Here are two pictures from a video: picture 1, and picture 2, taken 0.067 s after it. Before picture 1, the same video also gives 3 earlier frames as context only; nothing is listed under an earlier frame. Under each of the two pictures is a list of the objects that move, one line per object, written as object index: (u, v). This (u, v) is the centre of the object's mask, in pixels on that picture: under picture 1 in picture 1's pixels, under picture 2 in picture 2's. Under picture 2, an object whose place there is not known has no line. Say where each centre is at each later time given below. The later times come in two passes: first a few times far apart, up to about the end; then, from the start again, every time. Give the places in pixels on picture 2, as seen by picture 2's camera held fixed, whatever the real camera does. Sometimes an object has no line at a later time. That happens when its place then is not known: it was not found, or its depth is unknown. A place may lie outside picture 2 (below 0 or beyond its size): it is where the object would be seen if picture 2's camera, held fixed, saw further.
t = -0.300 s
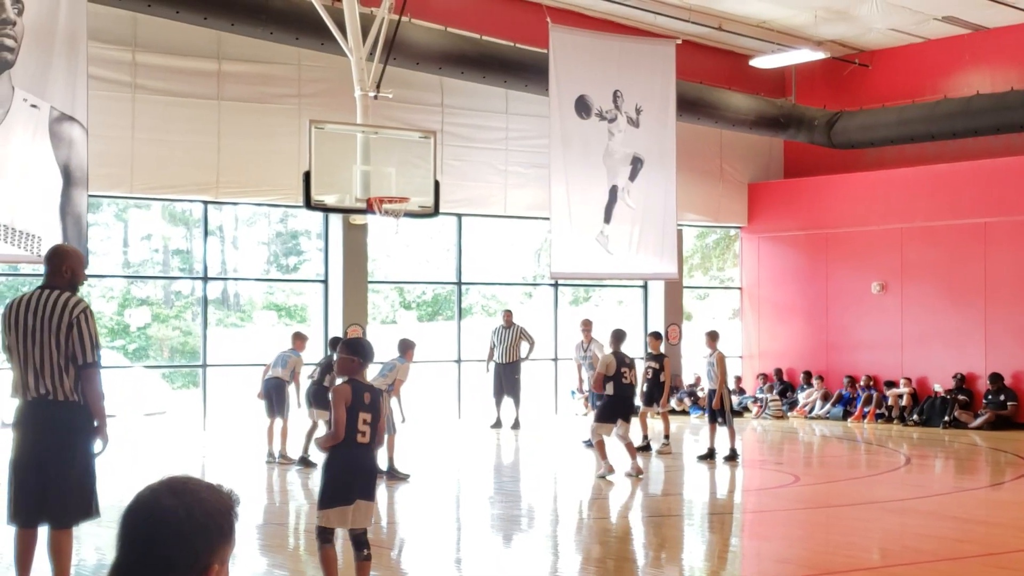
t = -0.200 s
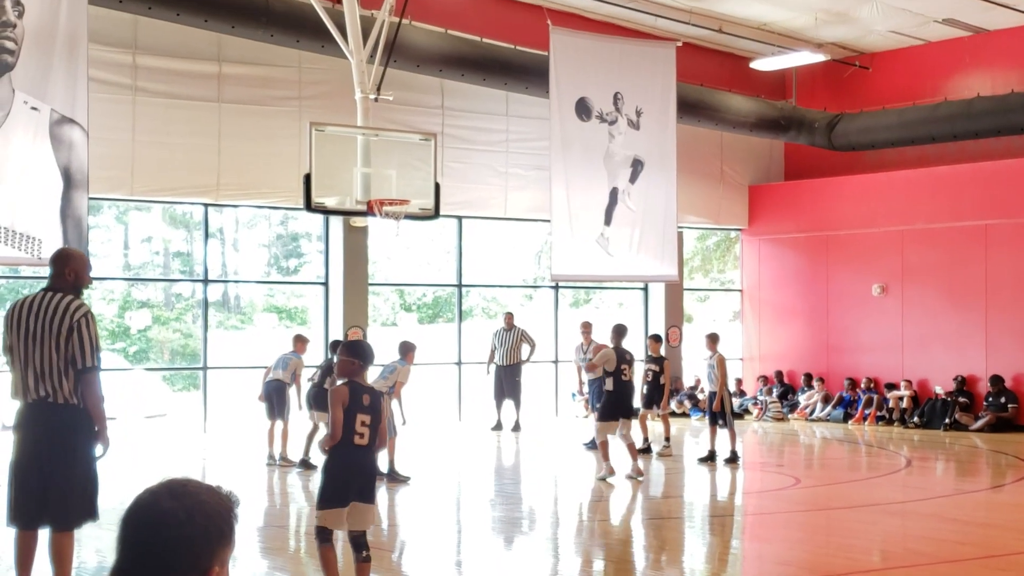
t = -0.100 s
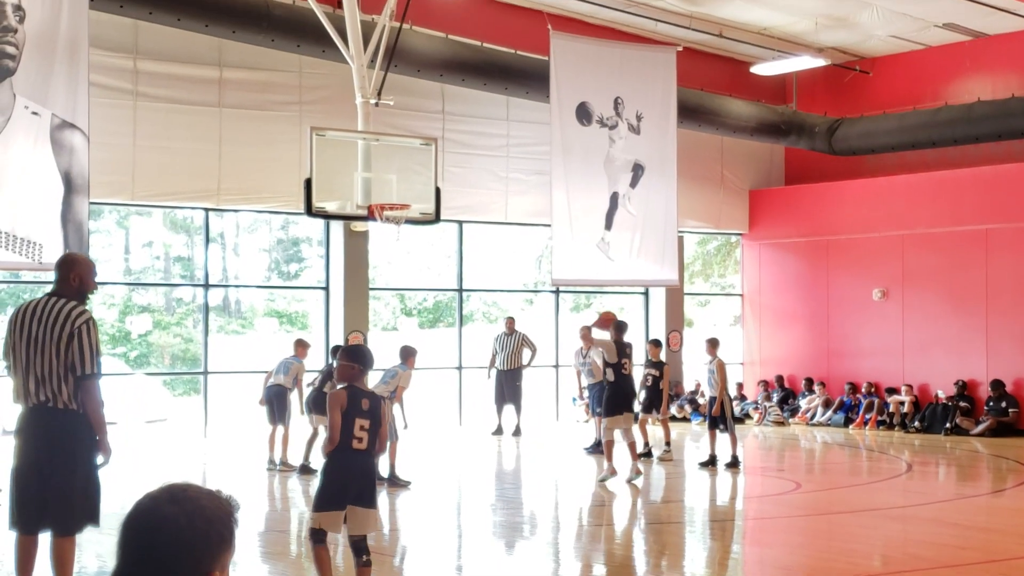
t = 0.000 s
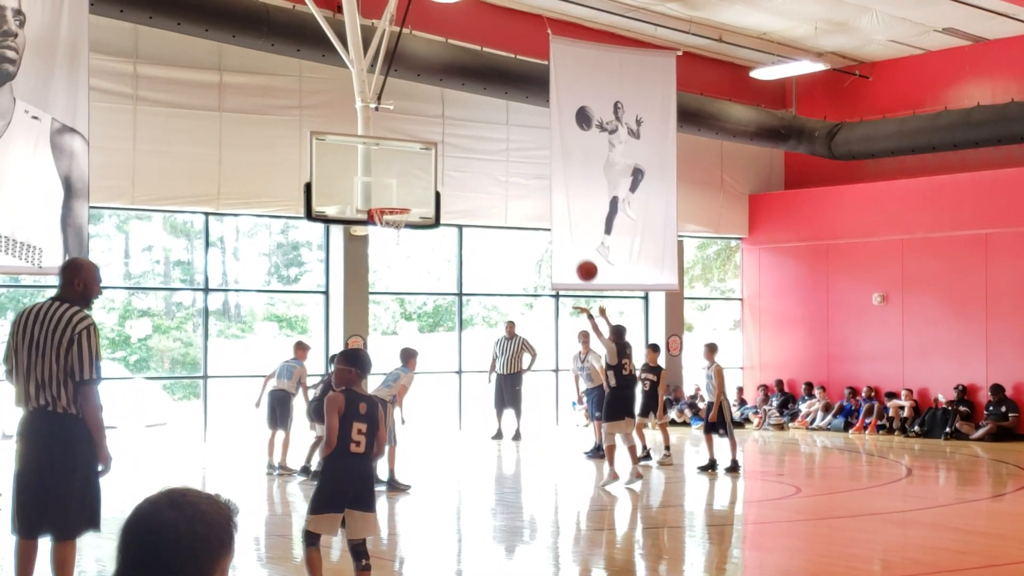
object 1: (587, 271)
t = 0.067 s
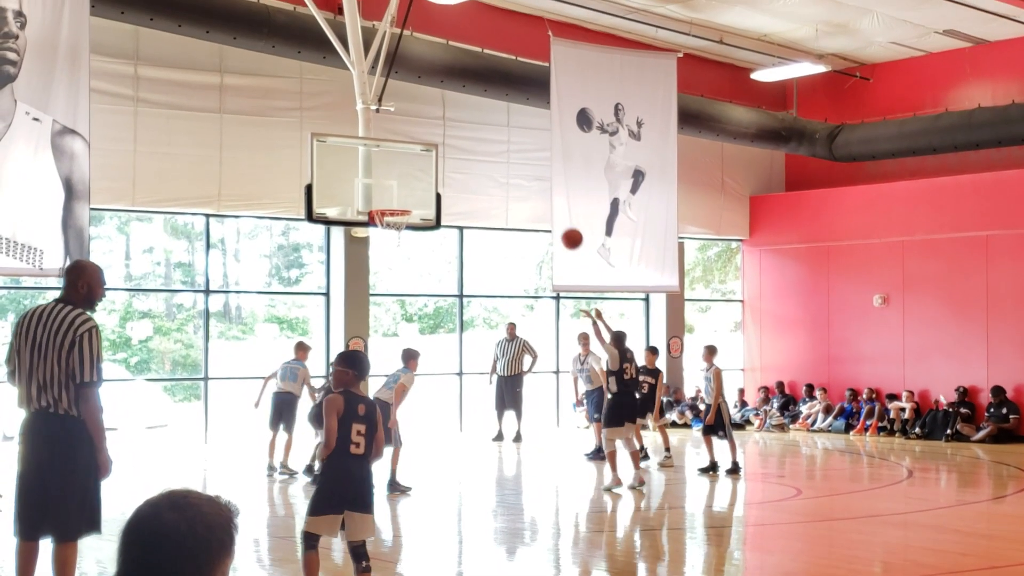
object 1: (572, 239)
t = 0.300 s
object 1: (522, 158)
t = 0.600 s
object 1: (465, 132)
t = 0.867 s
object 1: (420, 172)
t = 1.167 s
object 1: (389, 199)
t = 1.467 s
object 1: (394, 199)
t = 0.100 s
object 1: (564, 224)
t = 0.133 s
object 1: (557, 210)
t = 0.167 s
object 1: (550, 197)
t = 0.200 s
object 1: (543, 186)
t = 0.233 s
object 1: (535, 175)
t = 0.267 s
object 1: (529, 166)
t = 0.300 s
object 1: (522, 158)
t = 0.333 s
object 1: (515, 151)
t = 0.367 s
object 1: (509, 145)
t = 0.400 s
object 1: (502, 140)
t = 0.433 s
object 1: (496, 137)
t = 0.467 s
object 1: (489, 134)
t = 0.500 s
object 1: (483, 132)
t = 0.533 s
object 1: (477, 131)
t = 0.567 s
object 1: (471, 131)
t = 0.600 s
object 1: (465, 132)
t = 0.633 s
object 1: (459, 134)
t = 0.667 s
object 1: (453, 137)
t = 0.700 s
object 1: (447, 141)
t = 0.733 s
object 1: (442, 145)
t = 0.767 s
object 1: (436, 151)
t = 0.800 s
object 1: (431, 157)
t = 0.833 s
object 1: (425, 164)
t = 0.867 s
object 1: (420, 172)
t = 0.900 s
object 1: (414, 181)
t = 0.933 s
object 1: (409, 190)
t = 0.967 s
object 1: (404, 201)
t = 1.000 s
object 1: (401, 202)
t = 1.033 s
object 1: (397, 203)
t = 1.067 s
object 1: (393, 204)
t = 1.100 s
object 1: (389, 206)
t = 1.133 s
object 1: (389, 203)
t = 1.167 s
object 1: (389, 199)
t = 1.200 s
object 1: (390, 196)
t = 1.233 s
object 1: (390, 193)
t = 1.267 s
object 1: (391, 192)
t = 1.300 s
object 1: (391, 190)
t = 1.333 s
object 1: (392, 191)
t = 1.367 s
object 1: (392, 192)
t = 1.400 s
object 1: (393, 193)
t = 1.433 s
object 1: (393, 195)
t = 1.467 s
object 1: (394, 199)
